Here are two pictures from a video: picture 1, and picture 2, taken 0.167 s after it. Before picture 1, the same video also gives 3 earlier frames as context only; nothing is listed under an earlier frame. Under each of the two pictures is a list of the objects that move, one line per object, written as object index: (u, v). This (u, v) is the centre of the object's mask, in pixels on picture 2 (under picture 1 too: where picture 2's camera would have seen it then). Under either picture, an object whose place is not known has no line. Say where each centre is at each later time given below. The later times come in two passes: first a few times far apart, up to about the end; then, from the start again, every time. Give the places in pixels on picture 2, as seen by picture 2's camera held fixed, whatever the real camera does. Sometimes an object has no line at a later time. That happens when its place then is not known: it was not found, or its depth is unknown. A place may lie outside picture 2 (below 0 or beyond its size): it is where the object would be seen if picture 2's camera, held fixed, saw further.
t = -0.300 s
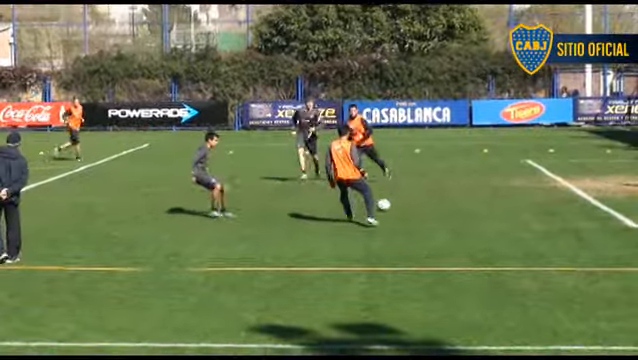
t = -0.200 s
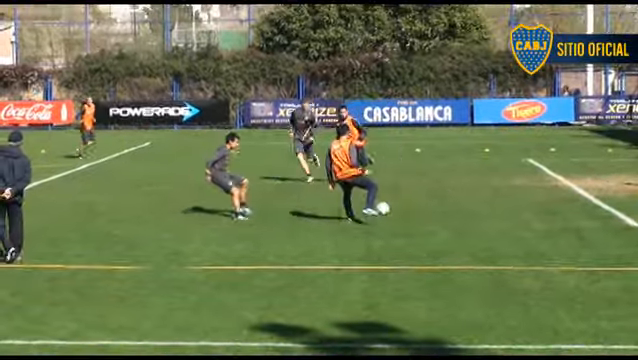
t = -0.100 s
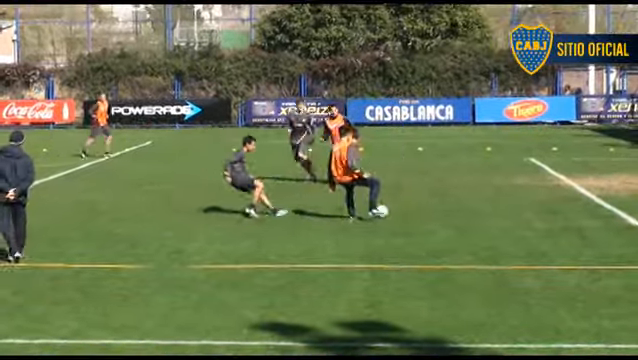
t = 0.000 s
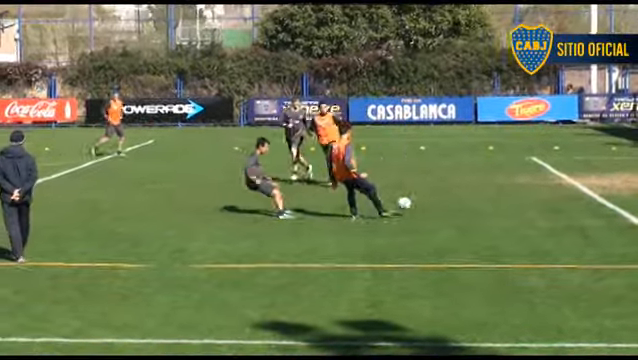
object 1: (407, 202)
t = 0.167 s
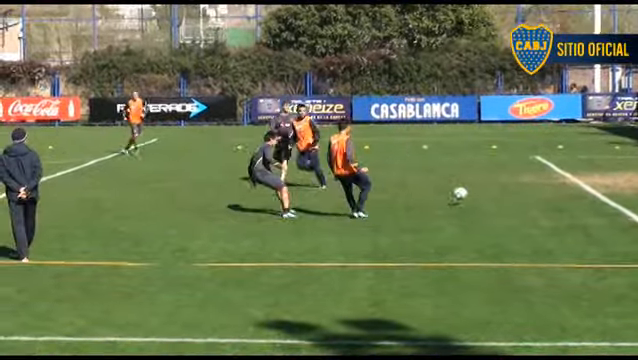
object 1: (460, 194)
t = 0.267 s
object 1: (490, 196)
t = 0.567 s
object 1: (561, 186)
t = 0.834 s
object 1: (609, 182)
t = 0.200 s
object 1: (470, 194)
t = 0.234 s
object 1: (481, 194)
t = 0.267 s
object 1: (490, 196)
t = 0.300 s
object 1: (499, 195)
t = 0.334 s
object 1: (507, 192)
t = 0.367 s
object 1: (515, 189)
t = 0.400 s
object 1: (523, 187)
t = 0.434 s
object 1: (531, 186)
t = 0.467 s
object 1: (539, 185)
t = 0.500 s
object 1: (546, 185)
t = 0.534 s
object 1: (554, 186)
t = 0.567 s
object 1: (561, 186)
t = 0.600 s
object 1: (567, 187)
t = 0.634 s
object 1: (574, 185)
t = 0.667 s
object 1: (577, 184)
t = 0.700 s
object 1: (586, 183)
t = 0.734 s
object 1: (592, 181)
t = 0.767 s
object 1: (598, 182)
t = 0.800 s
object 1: (604, 182)
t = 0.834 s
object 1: (609, 182)
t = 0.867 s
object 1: (615, 181)
